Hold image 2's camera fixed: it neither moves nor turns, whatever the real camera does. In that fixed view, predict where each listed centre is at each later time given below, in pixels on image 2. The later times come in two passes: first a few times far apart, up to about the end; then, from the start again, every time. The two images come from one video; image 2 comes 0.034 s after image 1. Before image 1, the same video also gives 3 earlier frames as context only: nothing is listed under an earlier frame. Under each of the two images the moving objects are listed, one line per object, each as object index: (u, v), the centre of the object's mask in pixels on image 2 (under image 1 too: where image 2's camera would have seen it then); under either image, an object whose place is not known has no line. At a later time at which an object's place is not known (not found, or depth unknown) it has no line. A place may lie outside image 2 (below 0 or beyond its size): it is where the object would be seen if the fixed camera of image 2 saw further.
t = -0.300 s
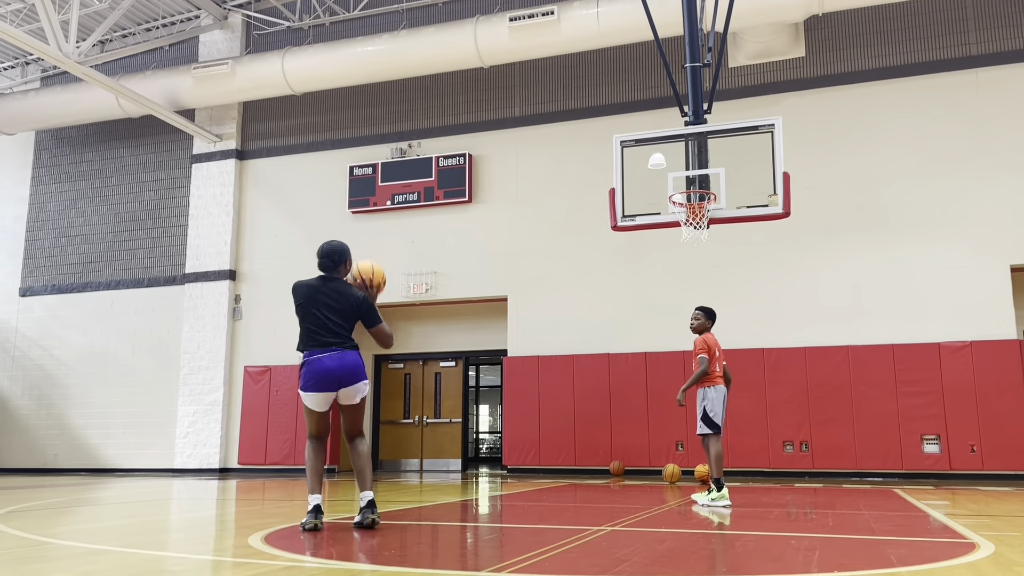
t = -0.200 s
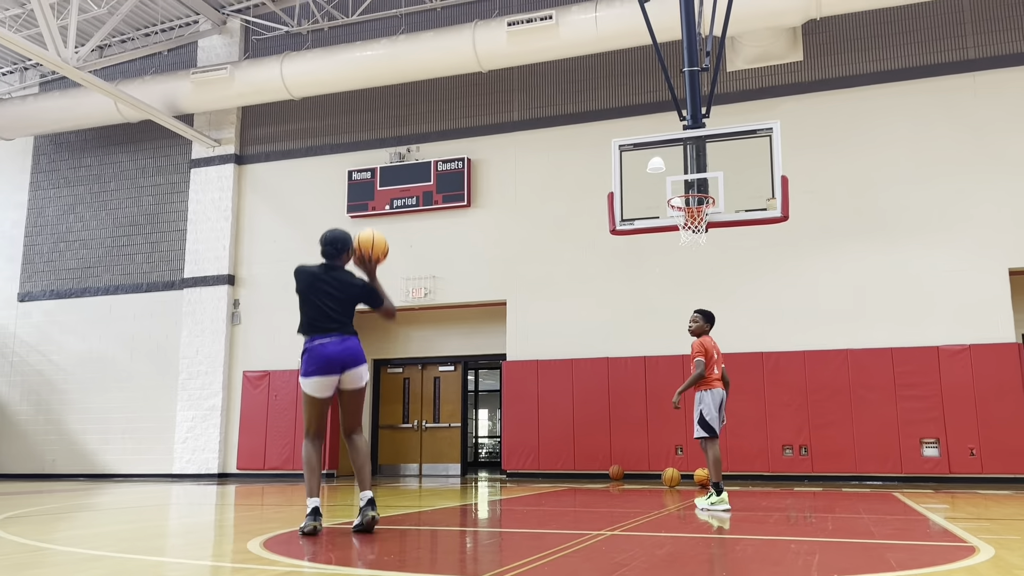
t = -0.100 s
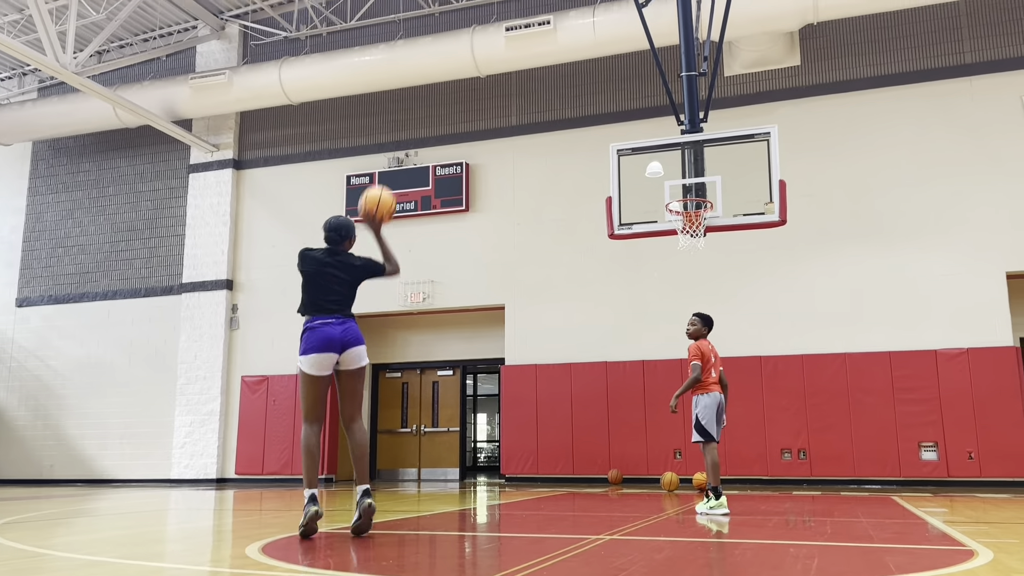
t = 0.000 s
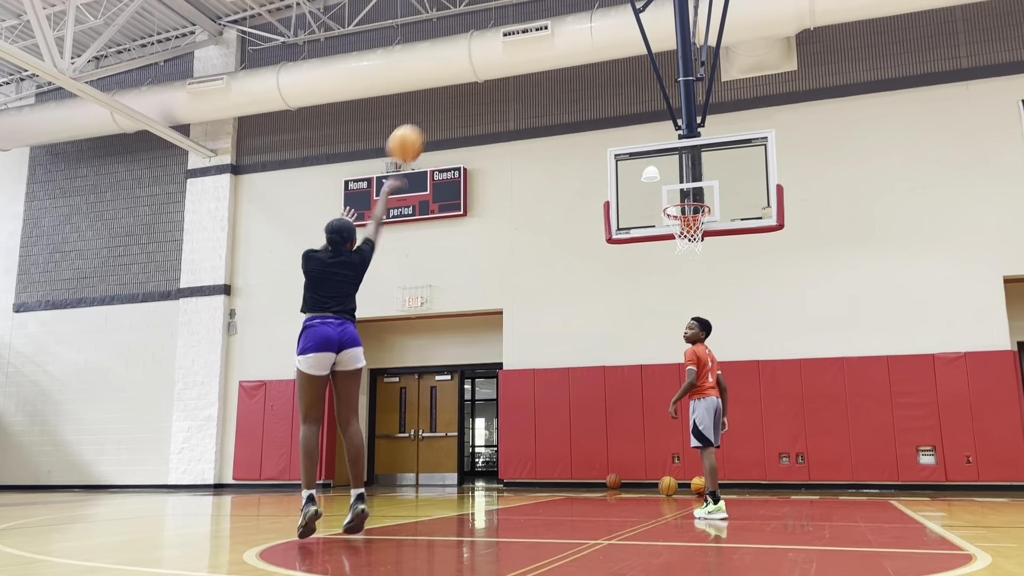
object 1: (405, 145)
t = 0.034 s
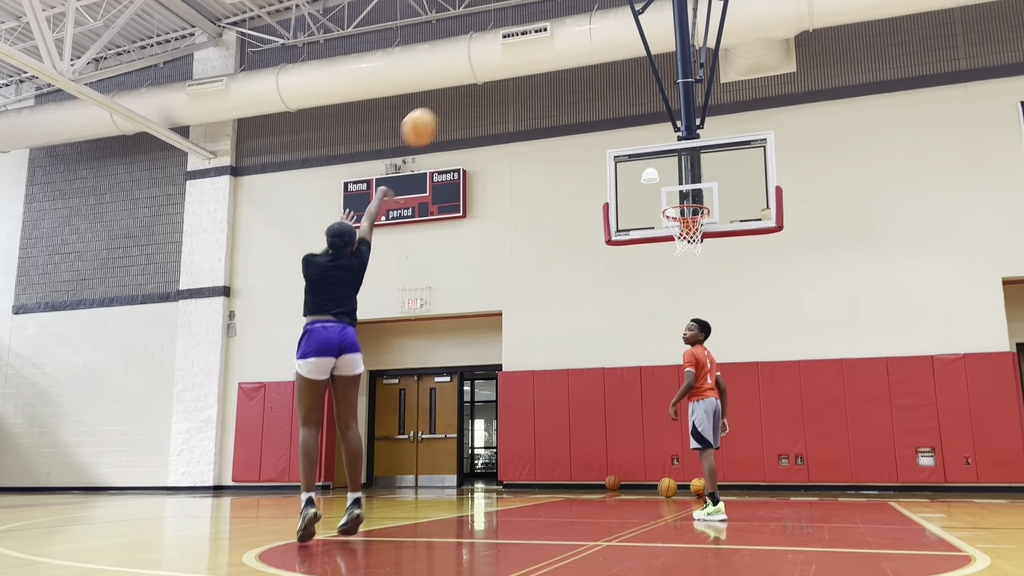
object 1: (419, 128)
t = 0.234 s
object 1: (494, 60)
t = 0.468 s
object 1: (560, 52)
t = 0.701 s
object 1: (613, 96)
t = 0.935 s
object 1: (660, 179)
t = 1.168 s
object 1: (679, 179)
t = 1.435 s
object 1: (690, 185)
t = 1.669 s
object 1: (693, 220)
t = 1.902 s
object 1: (690, 253)
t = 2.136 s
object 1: (686, 331)
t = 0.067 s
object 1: (433, 111)
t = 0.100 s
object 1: (446, 98)
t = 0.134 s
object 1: (459, 86)
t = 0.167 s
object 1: (471, 76)
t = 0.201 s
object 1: (483, 67)
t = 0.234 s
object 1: (494, 60)
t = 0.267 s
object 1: (504, 55)
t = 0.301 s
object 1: (515, 52)
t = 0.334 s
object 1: (524, 49)
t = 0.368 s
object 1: (534, 49)
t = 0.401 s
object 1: (543, 47)
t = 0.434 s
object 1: (552, 49)
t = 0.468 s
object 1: (560, 52)
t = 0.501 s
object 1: (568, 55)
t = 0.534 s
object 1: (577, 61)
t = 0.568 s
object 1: (585, 66)
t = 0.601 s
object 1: (592, 72)
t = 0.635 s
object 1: (599, 79)
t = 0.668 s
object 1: (607, 87)
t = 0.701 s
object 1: (613, 96)
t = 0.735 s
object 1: (621, 106)
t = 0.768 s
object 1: (627, 116)
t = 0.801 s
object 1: (634, 126)
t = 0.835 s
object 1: (640, 138)
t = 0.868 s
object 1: (648, 152)
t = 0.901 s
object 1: (654, 164)
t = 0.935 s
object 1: (660, 179)
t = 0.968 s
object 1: (665, 193)
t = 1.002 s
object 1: (669, 195)
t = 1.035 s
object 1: (670, 190)
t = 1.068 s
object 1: (673, 185)
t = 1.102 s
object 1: (675, 182)
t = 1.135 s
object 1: (677, 180)
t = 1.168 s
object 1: (679, 179)
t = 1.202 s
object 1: (681, 179)
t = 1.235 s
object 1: (683, 179)
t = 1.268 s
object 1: (685, 181)
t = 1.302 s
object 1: (687, 184)
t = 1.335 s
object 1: (689, 185)
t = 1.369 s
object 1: (689, 184)
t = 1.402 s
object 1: (689, 184)
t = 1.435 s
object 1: (690, 185)
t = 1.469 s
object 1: (690, 187)
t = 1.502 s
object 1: (691, 190)
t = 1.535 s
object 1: (691, 193)
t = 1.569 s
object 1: (692, 197)
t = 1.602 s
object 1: (693, 203)
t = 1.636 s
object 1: (692, 213)
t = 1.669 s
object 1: (693, 220)
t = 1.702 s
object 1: (694, 225)
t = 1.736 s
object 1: (694, 228)
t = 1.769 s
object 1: (693, 231)
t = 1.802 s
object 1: (692, 234)
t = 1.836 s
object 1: (691, 242)
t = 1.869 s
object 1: (690, 247)
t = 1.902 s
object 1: (690, 253)
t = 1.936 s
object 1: (689, 262)
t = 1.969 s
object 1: (688, 270)
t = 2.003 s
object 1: (687, 280)
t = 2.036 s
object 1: (687, 291)
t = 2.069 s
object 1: (686, 303)
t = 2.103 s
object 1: (686, 316)
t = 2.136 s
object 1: (686, 331)
